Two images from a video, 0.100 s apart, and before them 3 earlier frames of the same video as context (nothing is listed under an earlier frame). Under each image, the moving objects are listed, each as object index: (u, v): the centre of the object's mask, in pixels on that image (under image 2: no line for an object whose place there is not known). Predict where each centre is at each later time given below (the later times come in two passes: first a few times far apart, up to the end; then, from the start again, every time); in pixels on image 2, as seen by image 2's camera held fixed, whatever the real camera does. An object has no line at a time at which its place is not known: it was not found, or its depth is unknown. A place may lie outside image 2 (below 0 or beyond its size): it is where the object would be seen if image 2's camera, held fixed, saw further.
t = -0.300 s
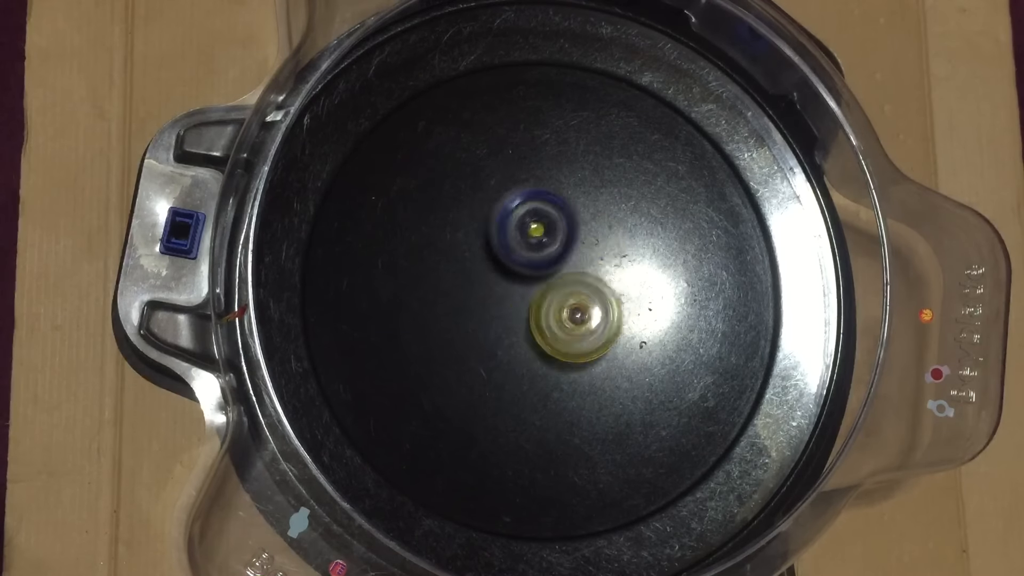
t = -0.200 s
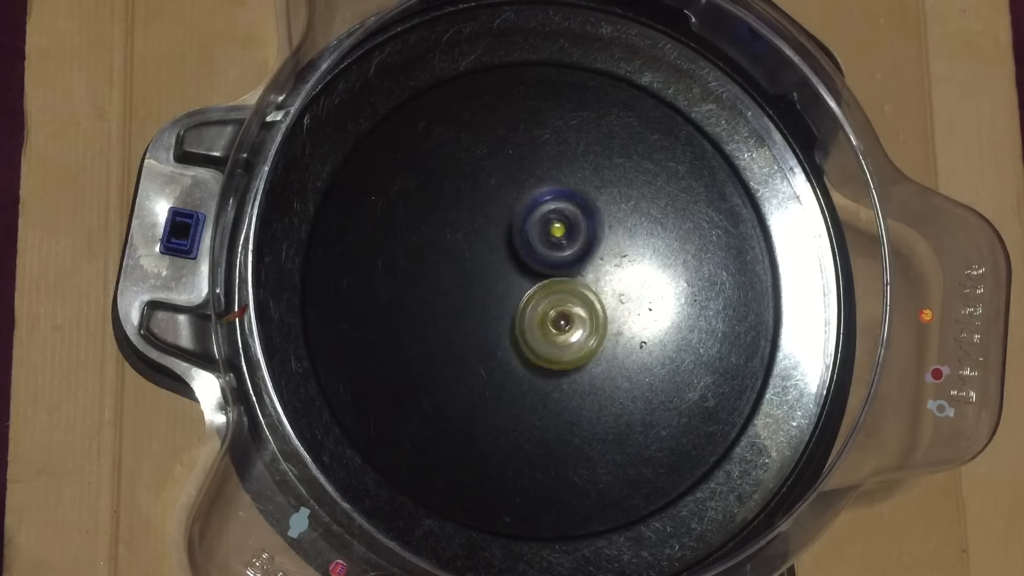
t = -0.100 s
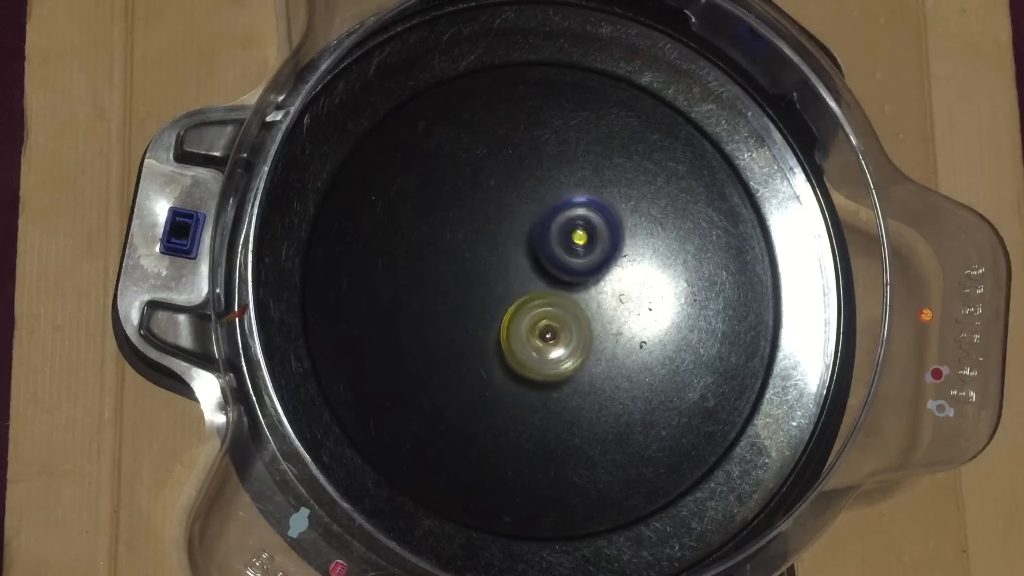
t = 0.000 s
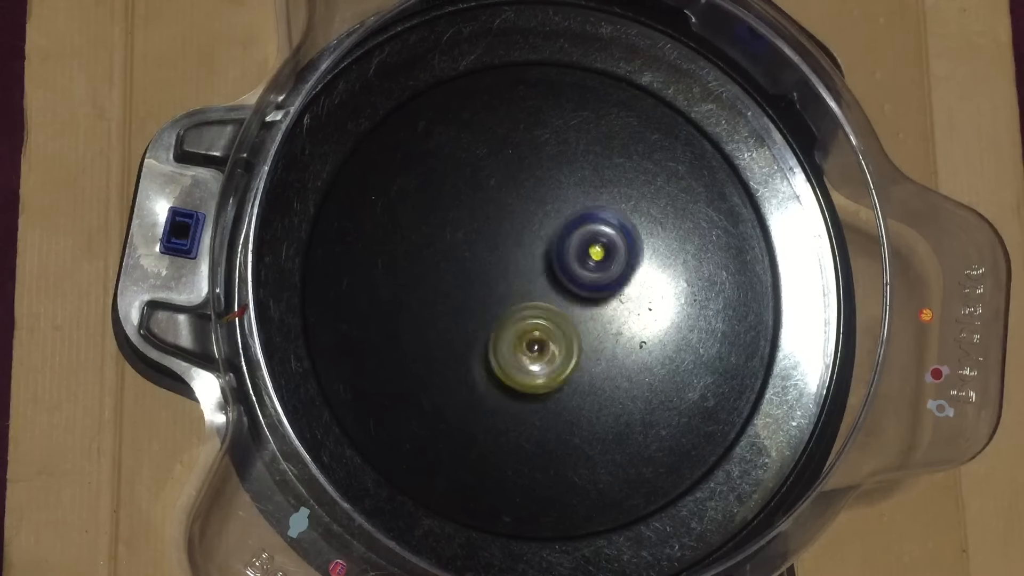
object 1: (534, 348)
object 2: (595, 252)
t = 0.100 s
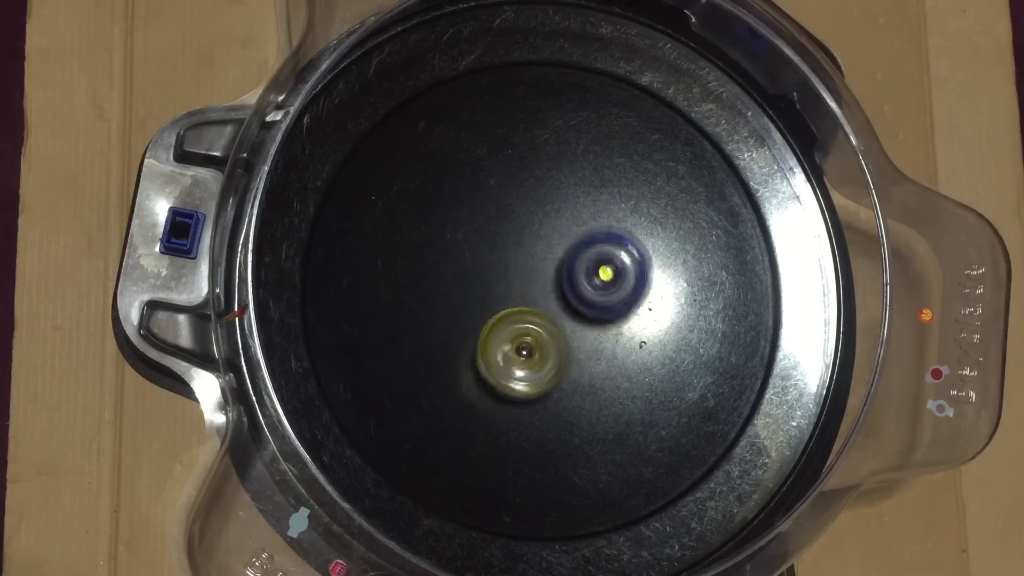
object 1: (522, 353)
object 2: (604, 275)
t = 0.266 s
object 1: (509, 346)
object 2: (601, 315)
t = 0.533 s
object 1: (478, 307)
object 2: (568, 353)
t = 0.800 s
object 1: (488, 253)
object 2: (527, 350)
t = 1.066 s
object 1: (546, 198)
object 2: (511, 350)
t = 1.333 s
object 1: (584, 223)
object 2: (523, 315)
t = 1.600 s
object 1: (632, 275)
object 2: (516, 318)
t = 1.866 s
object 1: (612, 342)
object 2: (506, 312)
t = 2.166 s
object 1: (558, 369)
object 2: (491, 282)
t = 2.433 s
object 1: (511, 365)
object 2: (526, 218)
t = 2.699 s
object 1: (508, 297)
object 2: (579, 240)
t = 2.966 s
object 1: (442, 303)
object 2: (658, 270)
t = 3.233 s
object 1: (488, 254)
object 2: (555, 376)
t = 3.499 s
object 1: (525, 201)
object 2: (483, 432)
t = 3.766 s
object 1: (562, 244)
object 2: (494, 310)
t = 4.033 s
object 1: (587, 276)
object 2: (504, 311)
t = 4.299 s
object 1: (578, 287)
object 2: (491, 311)
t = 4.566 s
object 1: (596, 296)
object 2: (490, 280)
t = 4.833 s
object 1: (616, 346)
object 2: (476, 274)
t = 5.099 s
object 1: (587, 333)
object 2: (486, 272)
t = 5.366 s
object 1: (575, 303)
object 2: (486, 272)
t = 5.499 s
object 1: (574, 300)
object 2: (486, 271)
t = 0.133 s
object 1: (519, 354)
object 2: (605, 282)
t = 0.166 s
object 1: (516, 352)
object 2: (606, 291)
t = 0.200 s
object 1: (514, 351)
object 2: (606, 300)
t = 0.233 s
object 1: (511, 350)
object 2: (604, 307)
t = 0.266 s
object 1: (509, 346)
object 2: (601, 315)
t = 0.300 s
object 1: (506, 343)
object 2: (598, 322)
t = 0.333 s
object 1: (502, 338)
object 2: (595, 329)
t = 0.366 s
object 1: (497, 334)
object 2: (593, 334)
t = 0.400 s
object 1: (494, 330)
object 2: (589, 338)
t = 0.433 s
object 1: (491, 326)
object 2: (584, 343)
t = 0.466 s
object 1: (487, 321)
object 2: (578, 347)
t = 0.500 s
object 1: (481, 314)
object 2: (574, 350)
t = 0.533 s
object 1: (478, 307)
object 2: (568, 353)
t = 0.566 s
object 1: (477, 301)
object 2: (561, 355)
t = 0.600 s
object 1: (477, 295)
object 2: (555, 355)
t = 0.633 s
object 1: (479, 289)
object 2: (548, 355)
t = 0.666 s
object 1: (479, 280)
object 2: (545, 357)
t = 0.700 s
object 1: (479, 271)
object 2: (541, 357)
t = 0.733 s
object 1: (480, 263)
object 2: (536, 356)
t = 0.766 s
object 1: (484, 257)
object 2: (531, 353)
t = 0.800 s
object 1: (488, 253)
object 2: (527, 350)
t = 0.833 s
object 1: (494, 250)
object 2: (522, 346)
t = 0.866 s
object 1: (500, 248)
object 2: (518, 342)
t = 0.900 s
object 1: (507, 235)
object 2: (514, 348)
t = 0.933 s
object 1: (515, 223)
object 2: (512, 355)
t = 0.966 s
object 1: (523, 212)
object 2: (511, 356)
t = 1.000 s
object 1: (531, 206)
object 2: (511, 355)
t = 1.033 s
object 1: (538, 201)
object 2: (511, 353)
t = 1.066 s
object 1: (546, 198)
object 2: (511, 350)
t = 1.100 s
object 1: (552, 197)
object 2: (511, 346)
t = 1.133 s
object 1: (556, 197)
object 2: (511, 341)
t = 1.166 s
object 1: (561, 197)
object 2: (512, 337)
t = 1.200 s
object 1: (566, 200)
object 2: (512, 332)
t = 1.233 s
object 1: (571, 204)
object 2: (515, 329)
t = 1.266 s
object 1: (576, 209)
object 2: (517, 324)
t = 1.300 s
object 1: (580, 216)
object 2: (520, 319)
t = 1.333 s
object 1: (584, 223)
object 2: (523, 315)
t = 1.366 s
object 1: (587, 231)
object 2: (527, 310)
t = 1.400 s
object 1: (591, 240)
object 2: (530, 307)
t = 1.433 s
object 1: (596, 244)
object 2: (531, 307)
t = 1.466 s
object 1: (604, 252)
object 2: (528, 307)
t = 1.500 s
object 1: (614, 257)
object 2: (522, 312)
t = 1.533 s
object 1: (623, 262)
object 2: (517, 315)
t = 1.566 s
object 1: (629, 268)
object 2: (516, 317)
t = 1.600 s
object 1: (632, 275)
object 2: (516, 318)
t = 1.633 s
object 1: (633, 283)
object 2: (516, 319)
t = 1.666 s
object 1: (631, 291)
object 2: (516, 320)
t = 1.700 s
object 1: (628, 299)
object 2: (517, 320)
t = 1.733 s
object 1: (624, 307)
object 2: (517, 320)
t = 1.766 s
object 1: (619, 314)
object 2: (518, 319)
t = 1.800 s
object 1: (613, 322)
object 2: (518, 318)
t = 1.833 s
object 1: (609, 331)
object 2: (518, 317)
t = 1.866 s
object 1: (612, 342)
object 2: (506, 312)
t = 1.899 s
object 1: (614, 353)
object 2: (497, 307)
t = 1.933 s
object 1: (612, 360)
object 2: (490, 303)
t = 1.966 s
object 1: (608, 365)
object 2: (489, 301)
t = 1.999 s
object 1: (601, 369)
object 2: (487, 299)
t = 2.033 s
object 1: (593, 371)
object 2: (486, 296)
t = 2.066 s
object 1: (585, 372)
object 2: (486, 292)
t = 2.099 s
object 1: (576, 372)
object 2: (487, 289)
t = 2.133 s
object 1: (567, 371)
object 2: (489, 286)
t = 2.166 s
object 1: (558, 369)
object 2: (491, 282)
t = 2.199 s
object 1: (549, 365)
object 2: (495, 280)
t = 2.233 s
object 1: (540, 361)
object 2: (499, 277)
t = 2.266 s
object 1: (534, 363)
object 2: (504, 265)
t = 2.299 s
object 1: (528, 372)
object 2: (507, 248)
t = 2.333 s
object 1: (524, 376)
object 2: (511, 236)
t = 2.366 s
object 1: (519, 375)
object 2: (518, 227)
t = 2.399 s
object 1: (515, 372)
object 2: (522, 221)
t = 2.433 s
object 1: (511, 365)
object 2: (526, 218)
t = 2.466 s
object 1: (508, 358)
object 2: (534, 216)
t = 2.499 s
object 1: (506, 350)
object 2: (540, 215)
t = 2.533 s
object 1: (505, 341)
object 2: (545, 216)
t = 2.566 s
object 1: (505, 332)
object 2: (554, 219)
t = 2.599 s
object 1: (506, 322)
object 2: (559, 222)
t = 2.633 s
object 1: (507, 313)
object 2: (566, 228)
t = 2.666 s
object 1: (510, 304)
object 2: (572, 235)
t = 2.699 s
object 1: (508, 297)
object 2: (579, 240)
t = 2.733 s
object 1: (485, 300)
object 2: (605, 236)
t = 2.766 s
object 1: (465, 304)
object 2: (635, 236)
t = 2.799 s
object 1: (449, 305)
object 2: (653, 240)
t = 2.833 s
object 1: (439, 307)
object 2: (664, 246)
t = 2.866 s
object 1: (434, 307)
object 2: (668, 252)
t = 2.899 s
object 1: (434, 306)
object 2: (666, 257)
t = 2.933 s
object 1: (437, 304)
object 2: (664, 262)
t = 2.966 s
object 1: (442, 303)
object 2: (658, 270)
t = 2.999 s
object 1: (448, 302)
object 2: (650, 278)
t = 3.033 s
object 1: (456, 302)
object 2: (638, 287)
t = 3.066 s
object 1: (464, 301)
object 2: (624, 298)
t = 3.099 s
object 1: (472, 300)
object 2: (608, 306)
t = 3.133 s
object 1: (480, 300)
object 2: (592, 313)
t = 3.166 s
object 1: (489, 299)
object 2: (576, 321)
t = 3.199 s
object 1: (488, 276)
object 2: (566, 351)
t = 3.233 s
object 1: (488, 254)
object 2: (555, 376)
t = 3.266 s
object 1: (493, 235)
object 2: (543, 404)
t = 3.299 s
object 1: (497, 218)
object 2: (533, 427)
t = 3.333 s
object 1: (503, 208)
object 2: (519, 442)
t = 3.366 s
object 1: (508, 201)
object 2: (506, 451)
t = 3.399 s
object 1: (514, 197)
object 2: (499, 453)
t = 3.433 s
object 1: (517, 197)
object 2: (492, 449)
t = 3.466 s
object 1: (521, 199)
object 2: (487, 443)
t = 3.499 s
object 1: (525, 201)
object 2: (483, 432)
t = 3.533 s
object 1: (529, 205)
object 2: (482, 421)
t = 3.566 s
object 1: (533, 211)
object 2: (480, 407)
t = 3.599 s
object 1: (538, 217)
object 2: (481, 388)
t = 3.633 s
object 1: (540, 224)
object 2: (483, 370)
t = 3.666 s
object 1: (544, 233)
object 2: (487, 353)
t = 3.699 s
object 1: (546, 241)
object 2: (494, 337)
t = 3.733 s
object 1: (549, 247)
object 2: (499, 322)
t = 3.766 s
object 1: (562, 244)
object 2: (494, 310)
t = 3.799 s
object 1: (574, 244)
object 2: (493, 306)
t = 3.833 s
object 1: (583, 244)
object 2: (491, 303)
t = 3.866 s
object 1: (590, 247)
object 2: (494, 299)
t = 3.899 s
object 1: (592, 252)
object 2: (498, 300)
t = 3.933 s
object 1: (591, 260)
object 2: (502, 303)
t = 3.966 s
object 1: (589, 266)
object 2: (505, 307)
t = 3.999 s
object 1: (588, 273)
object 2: (506, 308)
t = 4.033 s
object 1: (587, 276)
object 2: (504, 311)
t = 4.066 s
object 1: (588, 279)
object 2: (499, 310)
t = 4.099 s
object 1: (588, 284)
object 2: (497, 311)
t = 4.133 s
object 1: (587, 288)
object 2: (495, 311)
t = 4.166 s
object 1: (586, 288)
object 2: (493, 313)
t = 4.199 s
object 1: (583, 289)
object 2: (492, 314)
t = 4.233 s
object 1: (582, 289)
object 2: (491, 315)
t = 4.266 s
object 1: (580, 287)
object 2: (491, 313)
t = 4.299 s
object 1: (578, 287)
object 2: (491, 311)
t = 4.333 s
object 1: (574, 284)
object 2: (493, 311)
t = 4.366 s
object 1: (579, 285)
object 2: (488, 304)
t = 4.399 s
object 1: (588, 288)
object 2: (481, 299)
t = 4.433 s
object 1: (596, 291)
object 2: (476, 294)
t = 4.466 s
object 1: (599, 294)
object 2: (476, 287)
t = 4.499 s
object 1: (601, 296)
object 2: (479, 283)
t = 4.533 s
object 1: (600, 294)
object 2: (484, 281)
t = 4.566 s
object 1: (596, 296)
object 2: (490, 280)
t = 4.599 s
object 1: (598, 293)
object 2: (492, 284)
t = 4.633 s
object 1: (595, 293)
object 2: (494, 287)
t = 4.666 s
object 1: (593, 292)
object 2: (499, 294)
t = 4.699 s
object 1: (592, 293)
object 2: (500, 295)
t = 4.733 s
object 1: (594, 298)
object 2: (498, 292)
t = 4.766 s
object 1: (603, 317)
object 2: (486, 284)
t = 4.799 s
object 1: (614, 333)
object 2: (479, 277)
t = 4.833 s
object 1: (616, 346)
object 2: (476, 274)
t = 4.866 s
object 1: (619, 352)
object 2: (477, 272)
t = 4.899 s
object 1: (615, 357)
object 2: (479, 272)
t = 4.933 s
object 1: (610, 357)
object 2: (482, 272)
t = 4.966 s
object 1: (607, 355)
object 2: (484, 272)
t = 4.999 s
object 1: (601, 349)
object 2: (485, 272)
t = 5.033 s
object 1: (596, 345)
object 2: (486, 272)
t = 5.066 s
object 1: (591, 339)
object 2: (486, 272)
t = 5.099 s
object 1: (587, 333)
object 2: (486, 272)
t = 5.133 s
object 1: (584, 327)
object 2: (486, 272)
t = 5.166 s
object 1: (581, 322)
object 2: (486, 272)
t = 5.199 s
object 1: (578, 318)
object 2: (486, 272)
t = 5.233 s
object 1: (578, 313)
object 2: (486, 272)
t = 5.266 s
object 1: (576, 310)
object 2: (486, 272)
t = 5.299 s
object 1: (576, 307)
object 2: (486, 272)
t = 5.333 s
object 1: (576, 305)
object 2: (486, 272)
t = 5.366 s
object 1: (575, 303)
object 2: (486, 272)
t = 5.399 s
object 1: (575, 301)
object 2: (486, 272)
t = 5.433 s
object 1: (576, 300)
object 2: (486, 272)
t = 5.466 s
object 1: (575, 299)
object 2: (486, 271)
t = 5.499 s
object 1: (574, 300)
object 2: (486, 271)
